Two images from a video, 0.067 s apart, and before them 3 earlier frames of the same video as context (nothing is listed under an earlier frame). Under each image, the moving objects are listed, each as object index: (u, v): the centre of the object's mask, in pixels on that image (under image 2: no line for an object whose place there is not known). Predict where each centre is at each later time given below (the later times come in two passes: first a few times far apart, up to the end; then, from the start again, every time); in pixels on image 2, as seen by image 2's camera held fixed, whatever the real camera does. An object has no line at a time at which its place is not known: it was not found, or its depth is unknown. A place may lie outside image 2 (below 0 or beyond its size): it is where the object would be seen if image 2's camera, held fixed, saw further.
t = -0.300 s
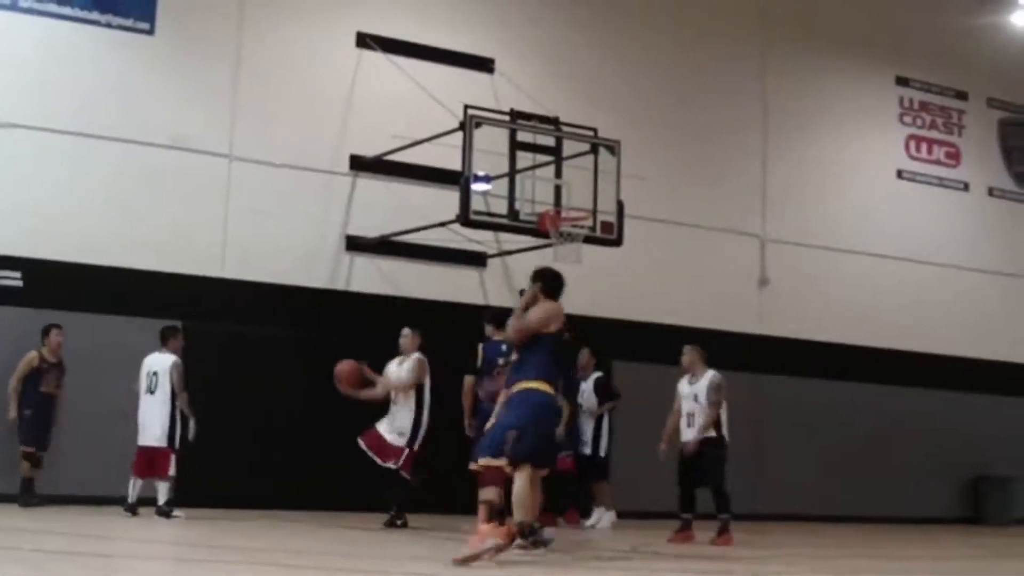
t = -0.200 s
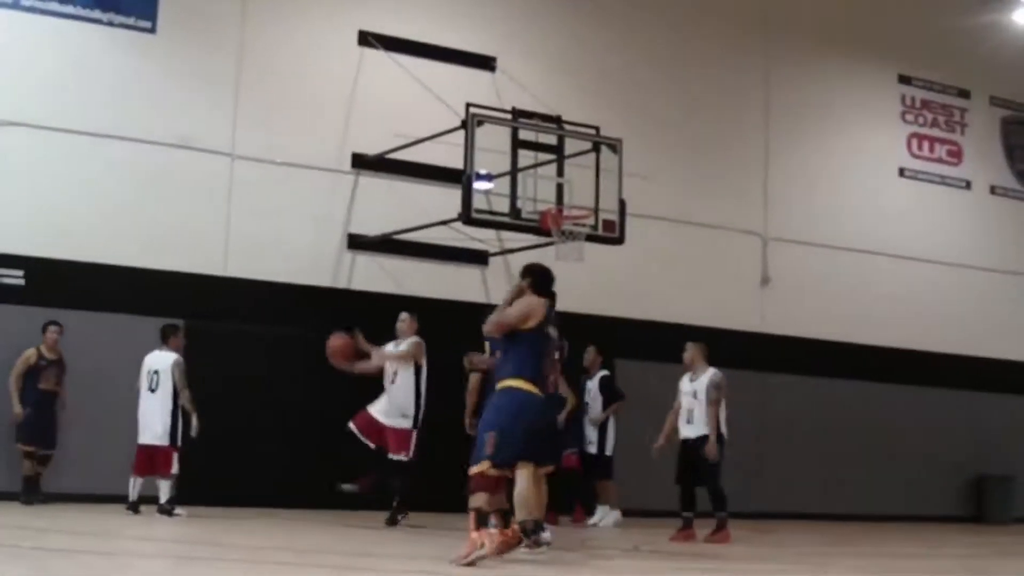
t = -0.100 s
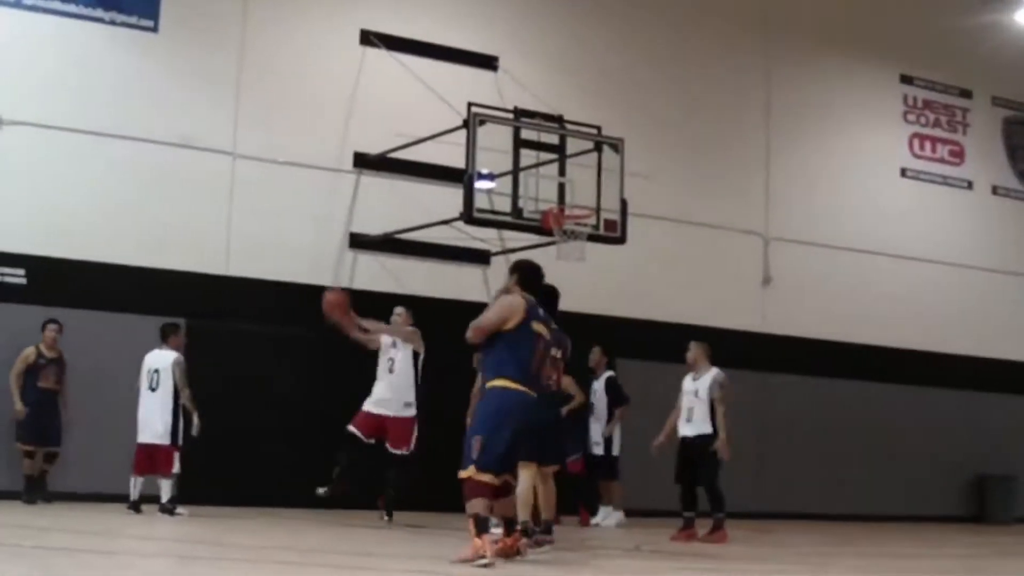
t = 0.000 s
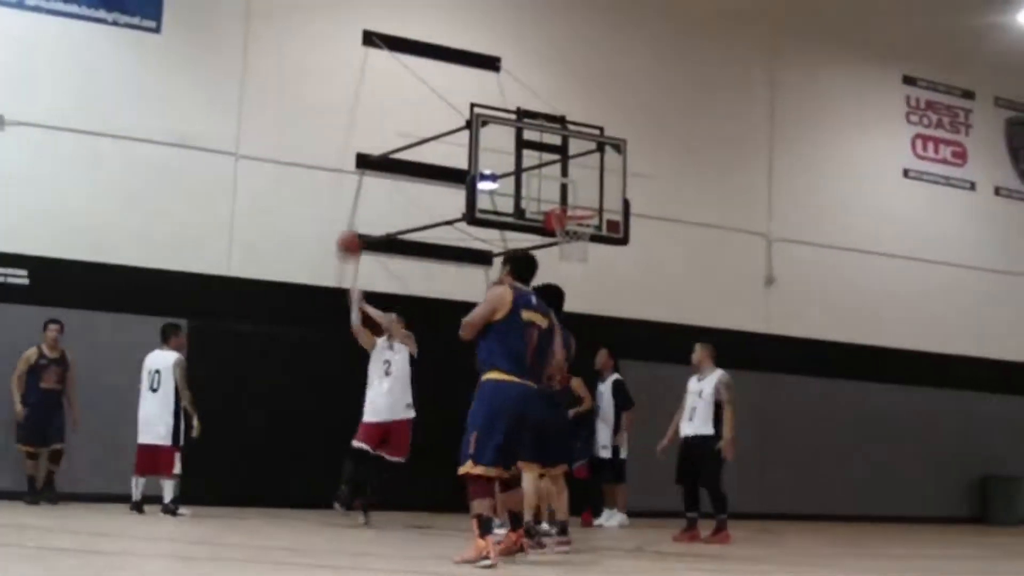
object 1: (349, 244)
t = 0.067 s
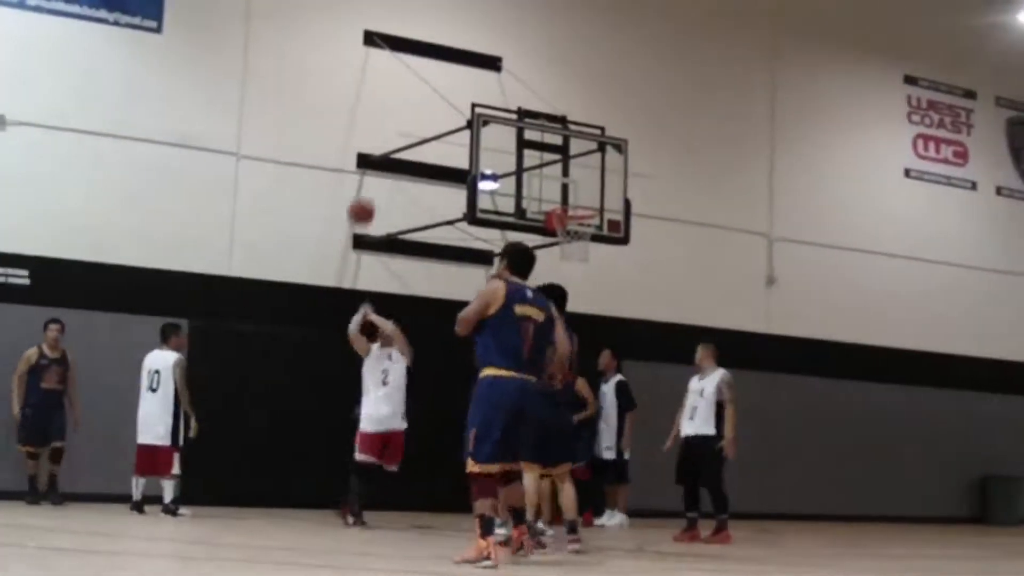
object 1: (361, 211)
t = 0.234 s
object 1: (383, 157)
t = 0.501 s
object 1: (412, 132)
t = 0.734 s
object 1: (433, 170)
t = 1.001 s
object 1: (451, 274)
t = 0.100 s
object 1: (366, 197)
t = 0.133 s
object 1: (371, 187)
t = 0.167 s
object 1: (376, 173)
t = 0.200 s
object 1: (379, 165)
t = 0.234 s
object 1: (383, 157)
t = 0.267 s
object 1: (387, 150)
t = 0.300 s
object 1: (391, 143)
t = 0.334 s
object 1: (395, 138)
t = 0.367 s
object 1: (399, 134)
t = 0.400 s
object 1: (403, 132)
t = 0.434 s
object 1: (406, 131)
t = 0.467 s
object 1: (409, 131)
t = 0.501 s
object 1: (412, 132)
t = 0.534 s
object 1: (416, 134)
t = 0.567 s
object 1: (419, 138)
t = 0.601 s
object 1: (422, 142)
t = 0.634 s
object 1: (425, 147)
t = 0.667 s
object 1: (428, 154)
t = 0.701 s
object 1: (430, 162)
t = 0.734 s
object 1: (433, 170)
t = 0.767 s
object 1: (436, 178)
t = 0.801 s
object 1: (438, 190)
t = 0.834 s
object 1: (440, 201)
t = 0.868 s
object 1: (443, 214)
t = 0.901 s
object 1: (445, 228)
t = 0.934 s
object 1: (447, 242)
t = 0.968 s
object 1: (449, 257)
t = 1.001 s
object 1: (451, 274)
